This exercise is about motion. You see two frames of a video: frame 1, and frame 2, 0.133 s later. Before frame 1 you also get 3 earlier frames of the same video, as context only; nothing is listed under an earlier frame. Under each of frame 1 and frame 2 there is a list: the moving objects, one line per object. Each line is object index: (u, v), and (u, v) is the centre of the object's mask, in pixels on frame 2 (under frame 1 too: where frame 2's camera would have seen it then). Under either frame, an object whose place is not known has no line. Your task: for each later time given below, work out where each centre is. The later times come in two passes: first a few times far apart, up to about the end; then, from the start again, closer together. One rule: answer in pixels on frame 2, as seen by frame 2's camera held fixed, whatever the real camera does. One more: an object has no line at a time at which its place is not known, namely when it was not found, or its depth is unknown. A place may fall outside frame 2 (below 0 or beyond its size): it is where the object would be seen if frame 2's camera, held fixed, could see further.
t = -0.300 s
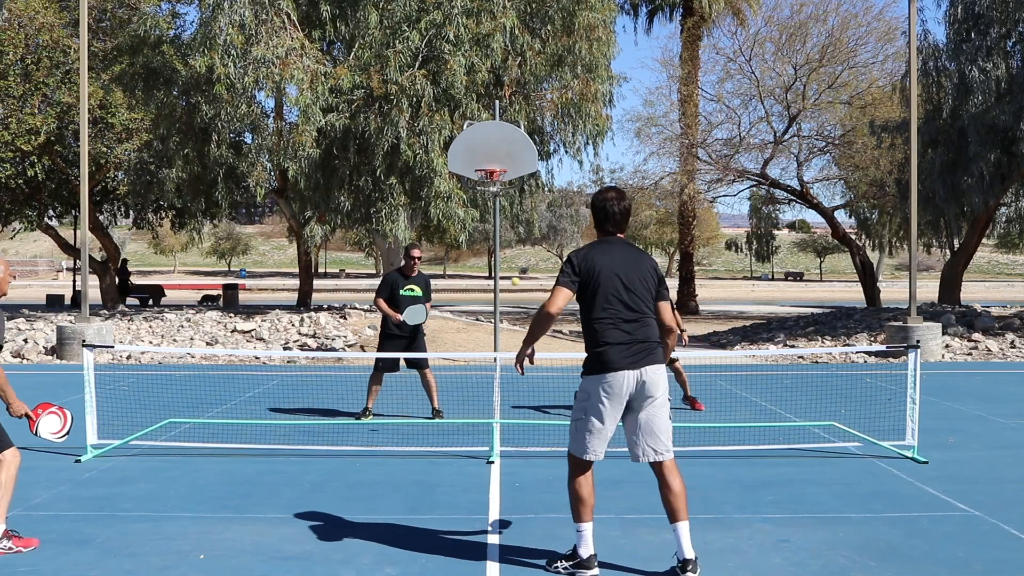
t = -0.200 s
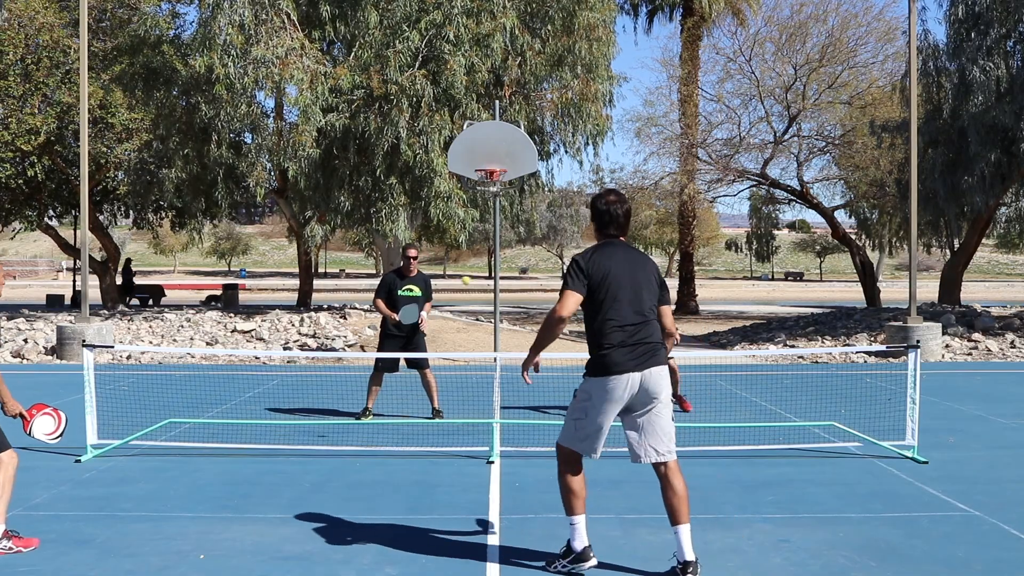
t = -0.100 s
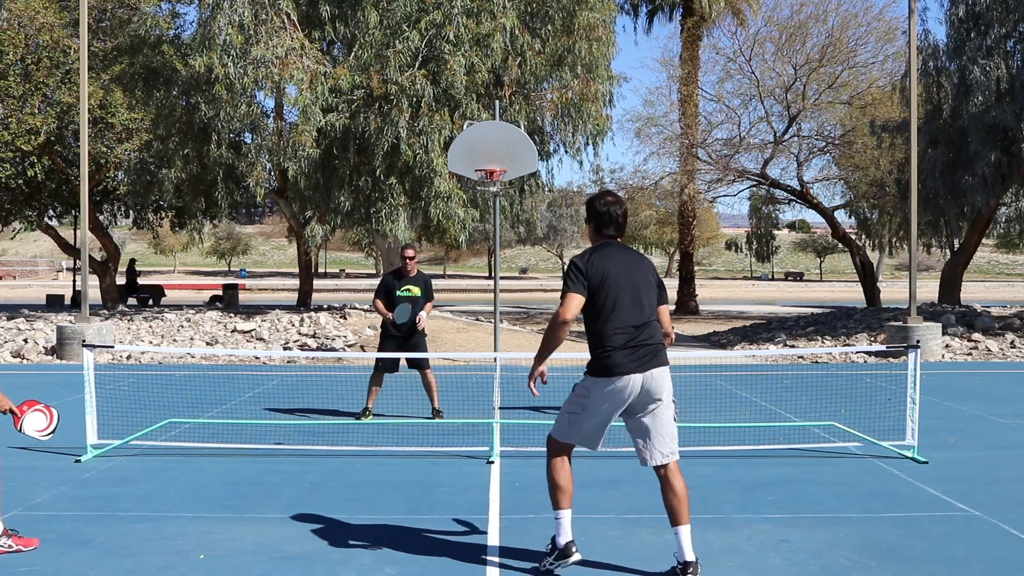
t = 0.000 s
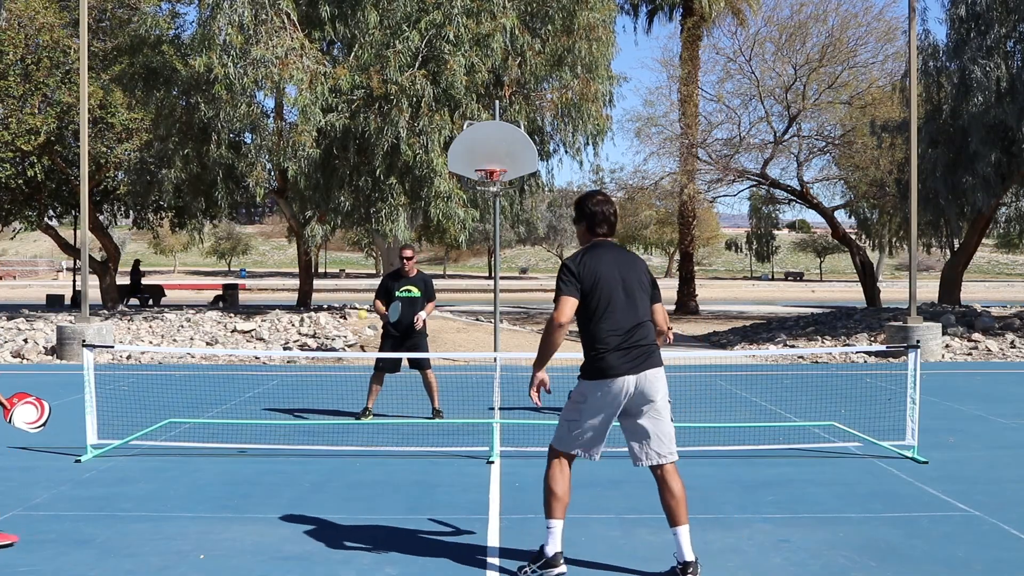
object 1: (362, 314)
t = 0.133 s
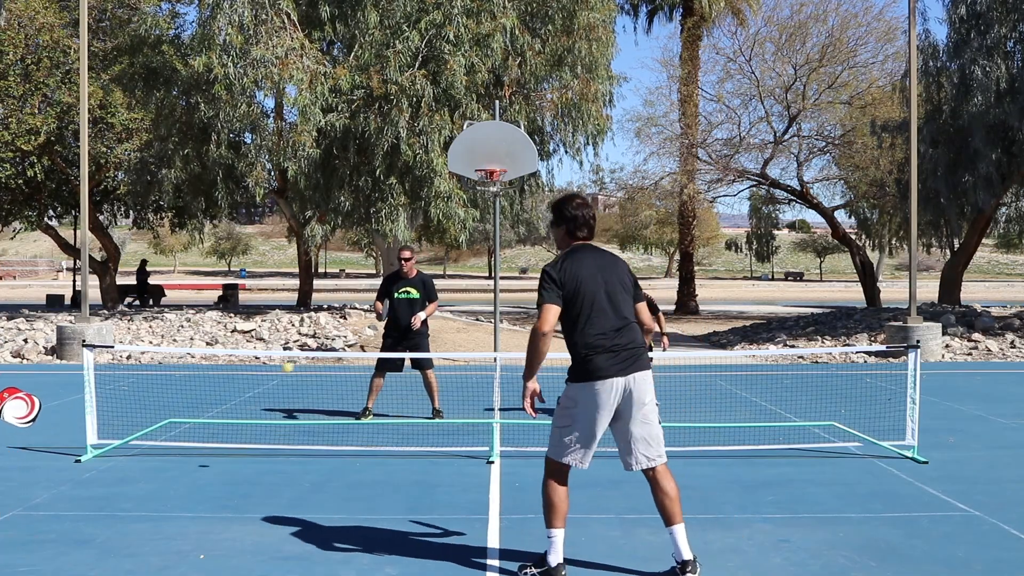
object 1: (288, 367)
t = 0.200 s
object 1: (249, 403)
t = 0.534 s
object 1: (120, 424)
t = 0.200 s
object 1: (249, 403)
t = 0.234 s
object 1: (230, 426)
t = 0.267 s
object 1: (210, 449)
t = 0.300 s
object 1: (190, 473)
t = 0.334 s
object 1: (174, 484)
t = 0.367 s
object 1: (165, 470)
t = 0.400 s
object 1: (156, 457)
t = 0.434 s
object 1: (147, 448)
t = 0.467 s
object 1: (138, 438)
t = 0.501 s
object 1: (129, 430)
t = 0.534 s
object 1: (120, 424)
